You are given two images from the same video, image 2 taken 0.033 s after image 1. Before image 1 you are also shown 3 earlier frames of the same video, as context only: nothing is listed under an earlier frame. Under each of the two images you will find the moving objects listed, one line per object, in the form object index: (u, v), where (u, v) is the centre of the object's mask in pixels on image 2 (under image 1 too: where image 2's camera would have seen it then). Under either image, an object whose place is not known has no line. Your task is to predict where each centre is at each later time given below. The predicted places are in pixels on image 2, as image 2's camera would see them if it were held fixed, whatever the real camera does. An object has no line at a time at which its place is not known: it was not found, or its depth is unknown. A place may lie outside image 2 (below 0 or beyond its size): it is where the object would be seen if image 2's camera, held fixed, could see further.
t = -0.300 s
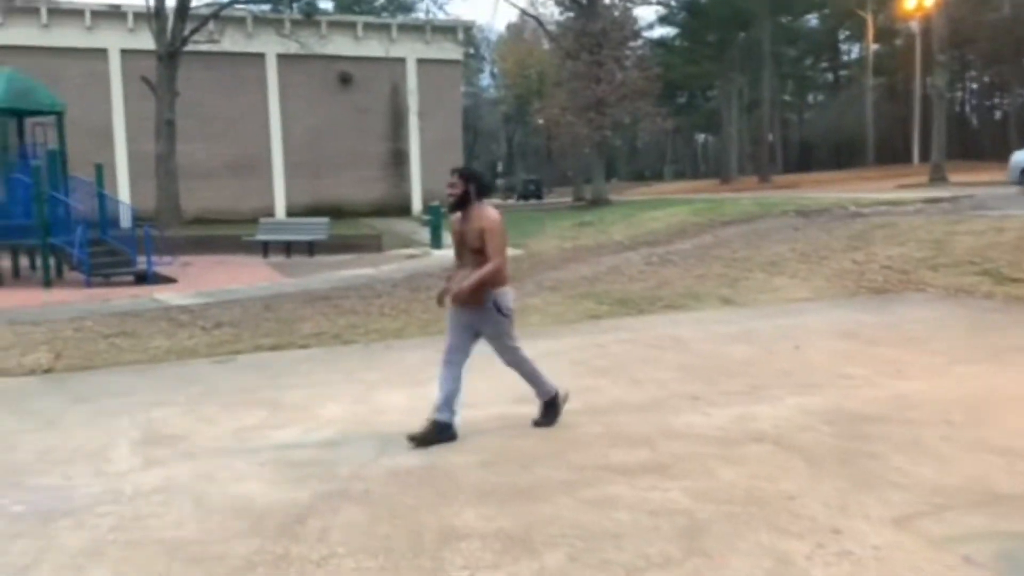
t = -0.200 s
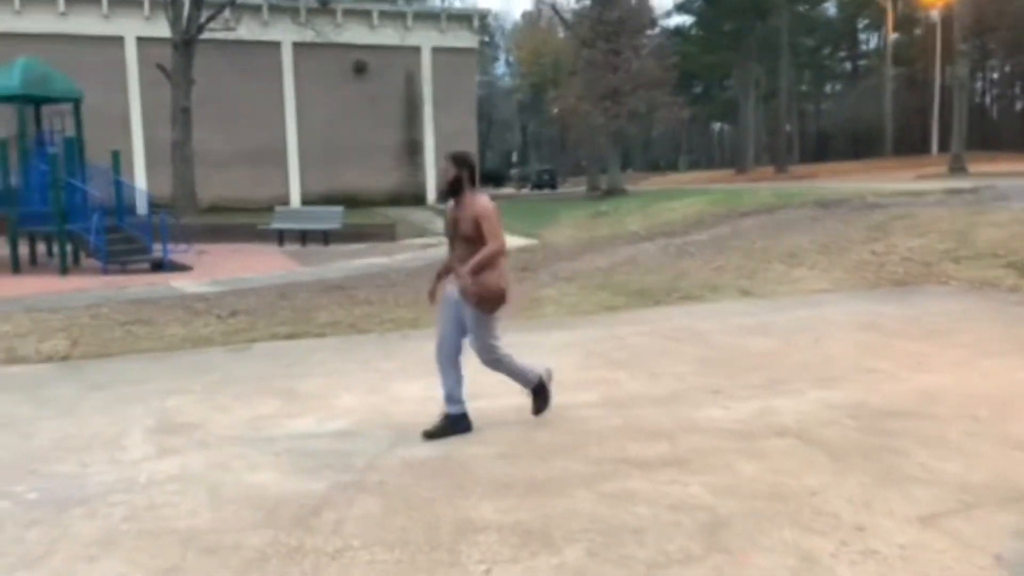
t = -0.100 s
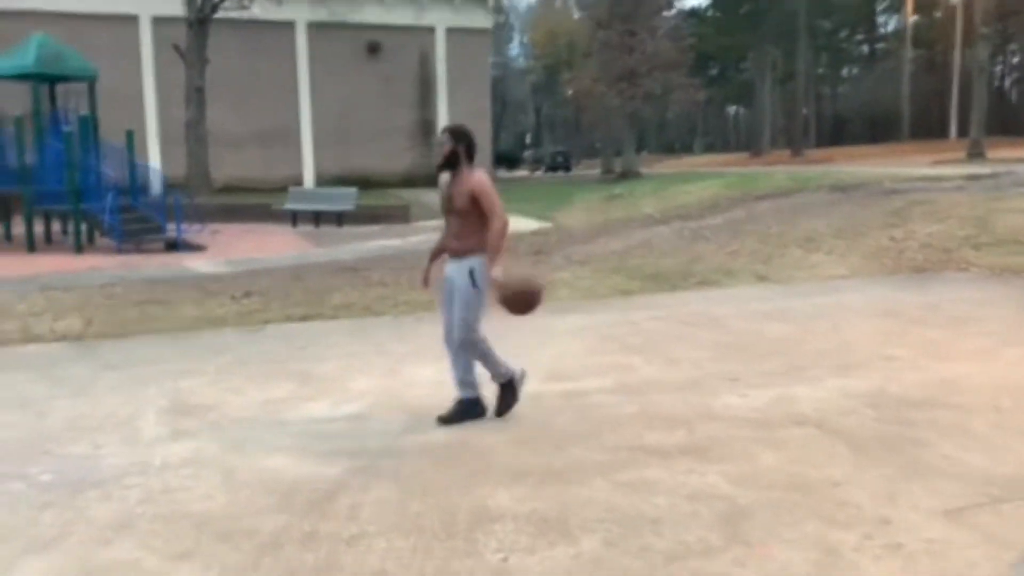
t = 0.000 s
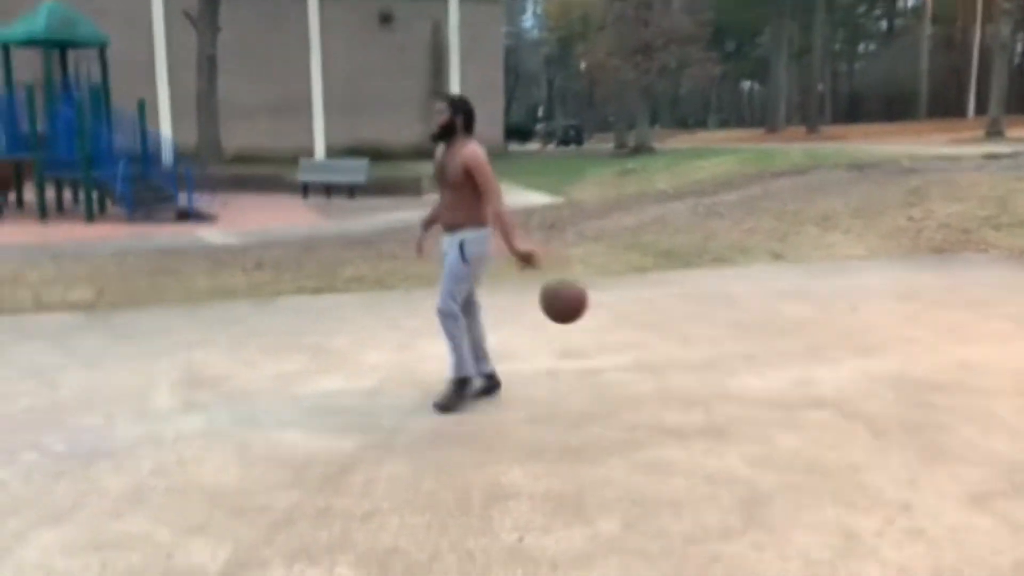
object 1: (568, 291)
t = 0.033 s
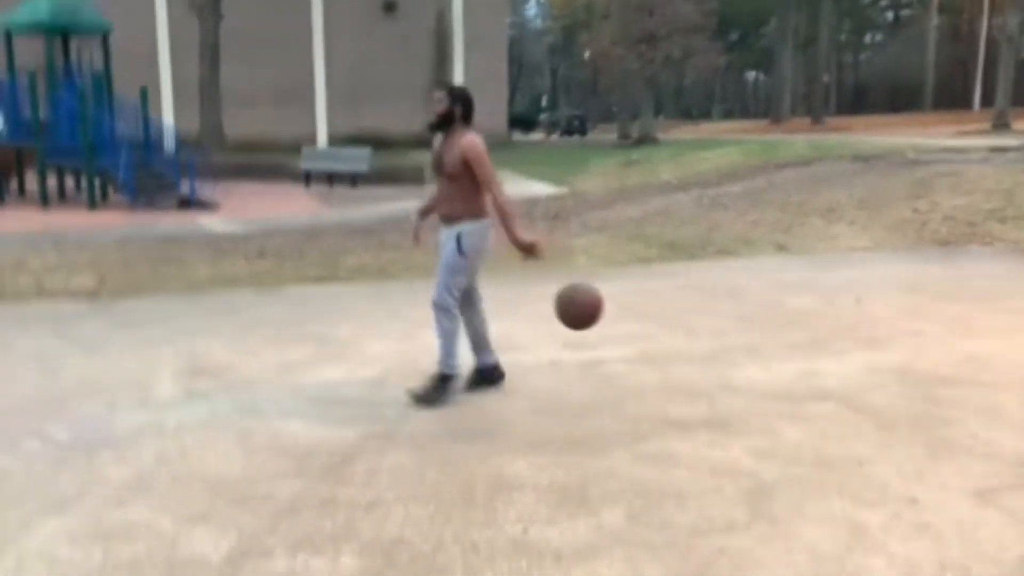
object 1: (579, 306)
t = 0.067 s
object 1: (590, 323)
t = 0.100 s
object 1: (600, 343)
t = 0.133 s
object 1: (611, 364)
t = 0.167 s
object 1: (621, 390)
